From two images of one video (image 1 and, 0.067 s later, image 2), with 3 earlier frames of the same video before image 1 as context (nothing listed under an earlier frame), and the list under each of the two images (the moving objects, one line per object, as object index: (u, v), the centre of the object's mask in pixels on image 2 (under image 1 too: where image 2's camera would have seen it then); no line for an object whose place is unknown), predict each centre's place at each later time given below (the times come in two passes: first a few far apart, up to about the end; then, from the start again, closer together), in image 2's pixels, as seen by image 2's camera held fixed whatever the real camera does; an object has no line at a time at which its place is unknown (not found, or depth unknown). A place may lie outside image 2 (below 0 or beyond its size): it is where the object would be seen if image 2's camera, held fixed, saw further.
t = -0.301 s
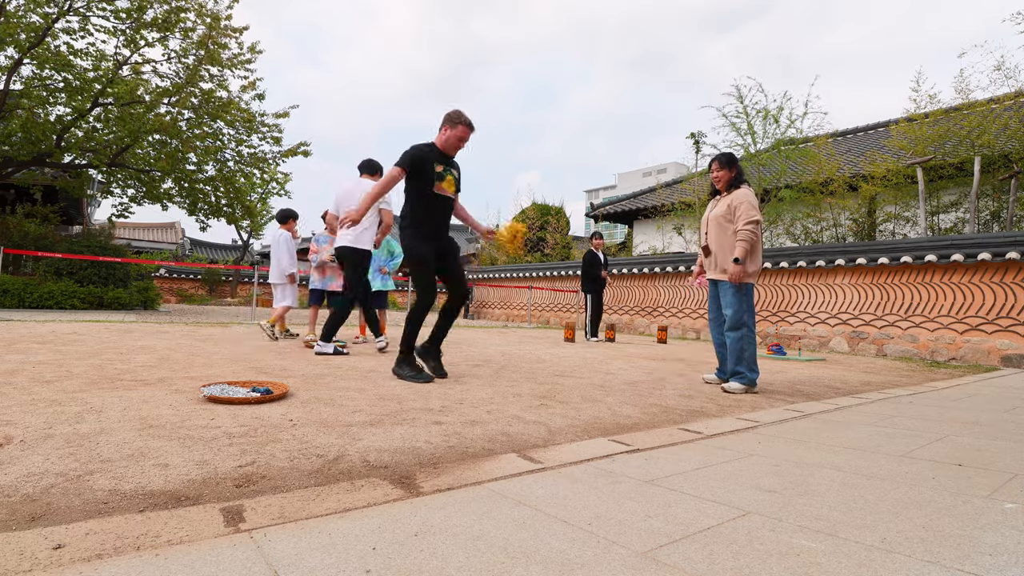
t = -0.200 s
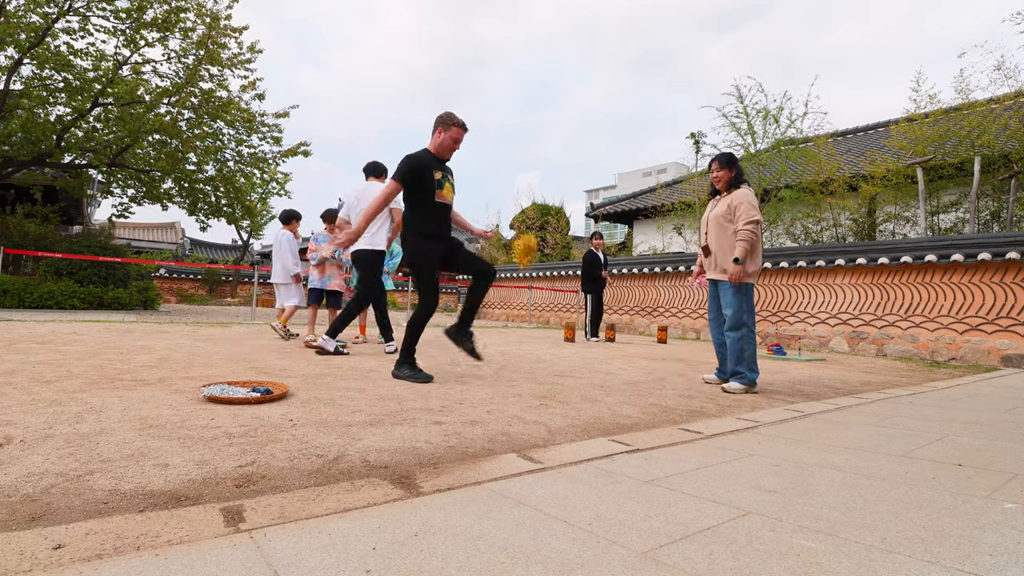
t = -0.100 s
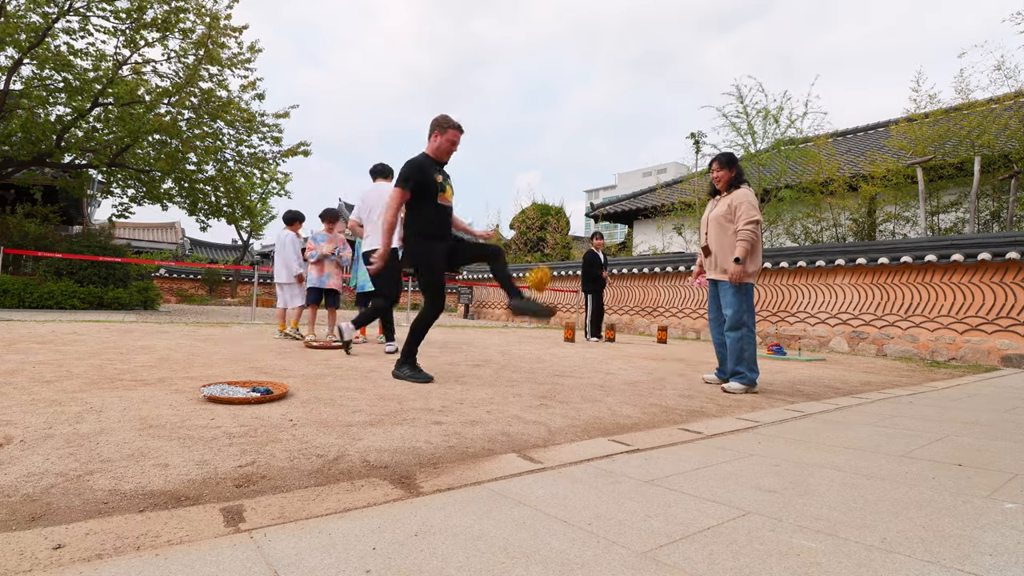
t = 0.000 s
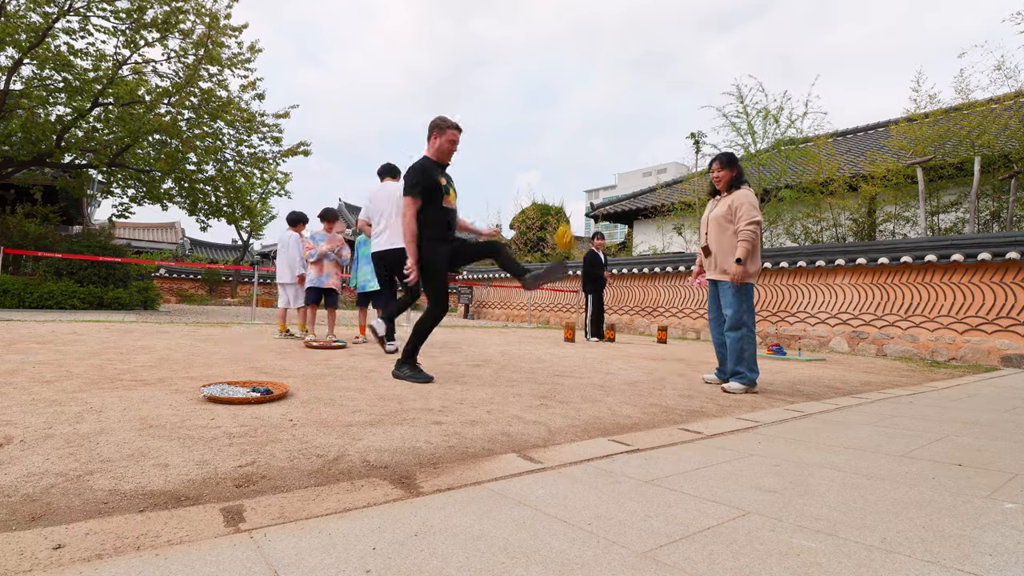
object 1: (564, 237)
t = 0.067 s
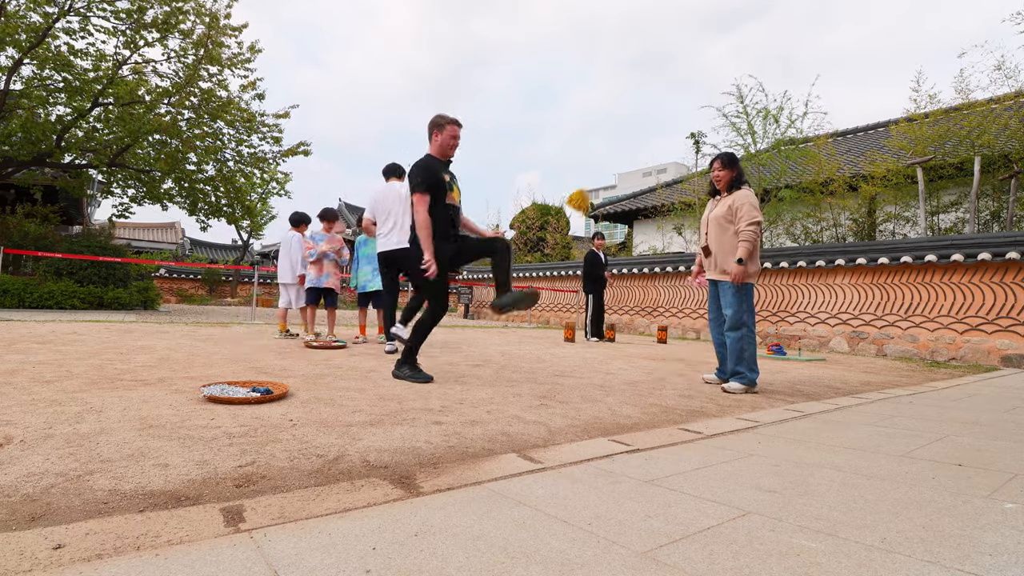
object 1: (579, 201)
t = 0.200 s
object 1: (609, 154)
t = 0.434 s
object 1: (659, 143)
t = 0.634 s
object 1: (701, 202)
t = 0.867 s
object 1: (745, 370)
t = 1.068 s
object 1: (760, 419)
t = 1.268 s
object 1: (760, 419)
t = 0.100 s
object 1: (586, 187)
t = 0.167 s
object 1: (601, 163)
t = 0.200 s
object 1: (609, 154)
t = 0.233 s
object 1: (616, 146)
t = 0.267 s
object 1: (623, 141)
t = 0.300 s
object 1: (630, 138)
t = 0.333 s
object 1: (637, 136)
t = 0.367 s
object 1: (644, 137)
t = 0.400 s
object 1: (652, 139)
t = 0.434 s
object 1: (659, 143)
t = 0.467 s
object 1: (666, 149)
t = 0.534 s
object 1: (680, 165)
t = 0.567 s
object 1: (687, 176)
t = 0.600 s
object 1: (694, 189)
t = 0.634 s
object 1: (701, 202)
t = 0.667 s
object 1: (709, 220)
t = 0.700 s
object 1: (717, 242)
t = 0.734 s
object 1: (722, 264)
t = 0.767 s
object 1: (728, 289)
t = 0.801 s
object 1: (734, 315)
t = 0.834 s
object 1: (740, 342)
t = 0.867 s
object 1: (745, 370)
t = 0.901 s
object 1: (751, 401)
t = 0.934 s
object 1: (757, 419)
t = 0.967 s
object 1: (759, 419)
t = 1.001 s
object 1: (760, 419)
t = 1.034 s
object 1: (760, 419)
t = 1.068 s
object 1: (760, 419)
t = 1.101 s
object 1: (760, 419)
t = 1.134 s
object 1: (760, 419)
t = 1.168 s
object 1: (760, 419)
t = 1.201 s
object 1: (760, 419)
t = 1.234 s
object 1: (760, 419)
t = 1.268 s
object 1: (760, 419)
